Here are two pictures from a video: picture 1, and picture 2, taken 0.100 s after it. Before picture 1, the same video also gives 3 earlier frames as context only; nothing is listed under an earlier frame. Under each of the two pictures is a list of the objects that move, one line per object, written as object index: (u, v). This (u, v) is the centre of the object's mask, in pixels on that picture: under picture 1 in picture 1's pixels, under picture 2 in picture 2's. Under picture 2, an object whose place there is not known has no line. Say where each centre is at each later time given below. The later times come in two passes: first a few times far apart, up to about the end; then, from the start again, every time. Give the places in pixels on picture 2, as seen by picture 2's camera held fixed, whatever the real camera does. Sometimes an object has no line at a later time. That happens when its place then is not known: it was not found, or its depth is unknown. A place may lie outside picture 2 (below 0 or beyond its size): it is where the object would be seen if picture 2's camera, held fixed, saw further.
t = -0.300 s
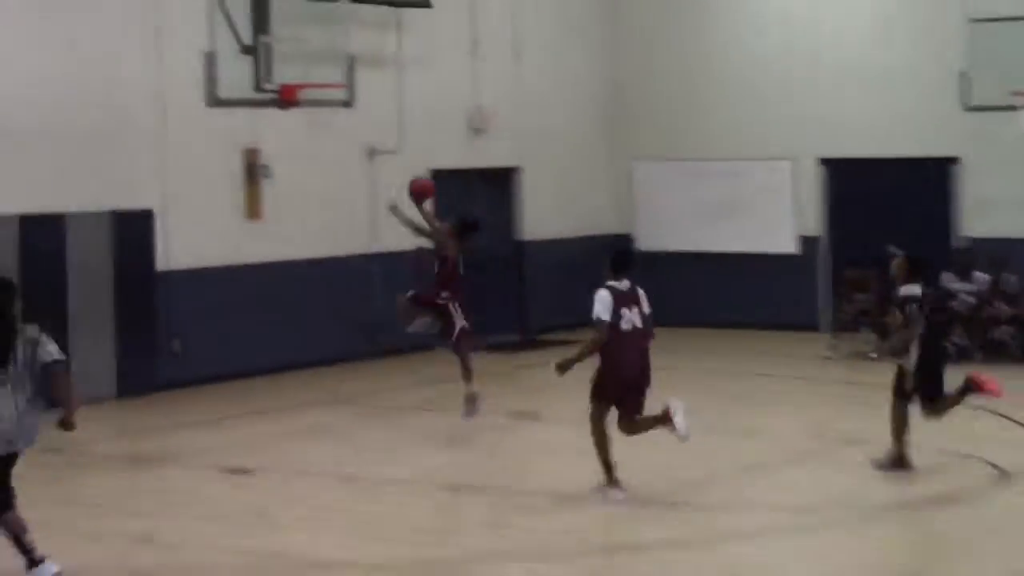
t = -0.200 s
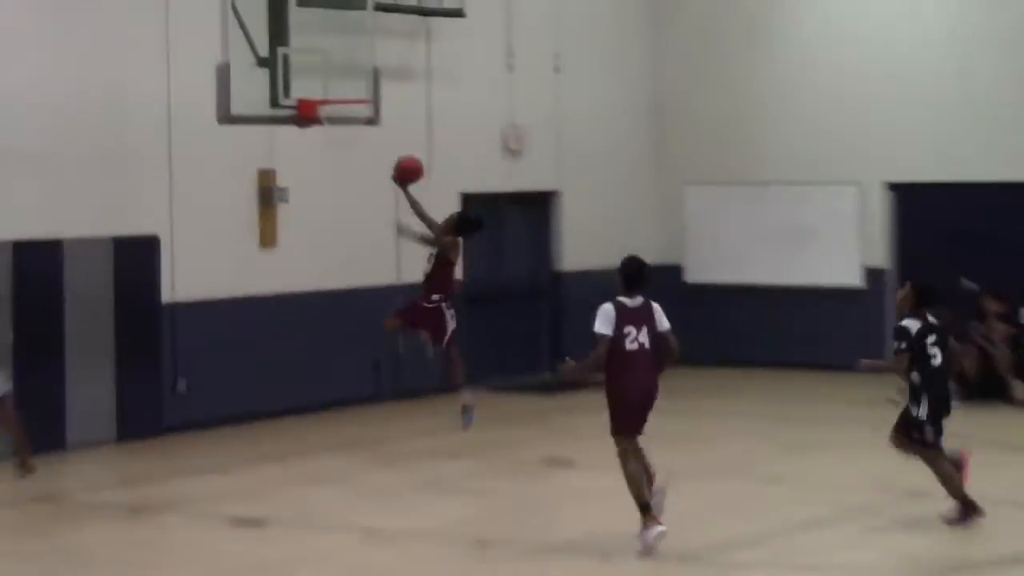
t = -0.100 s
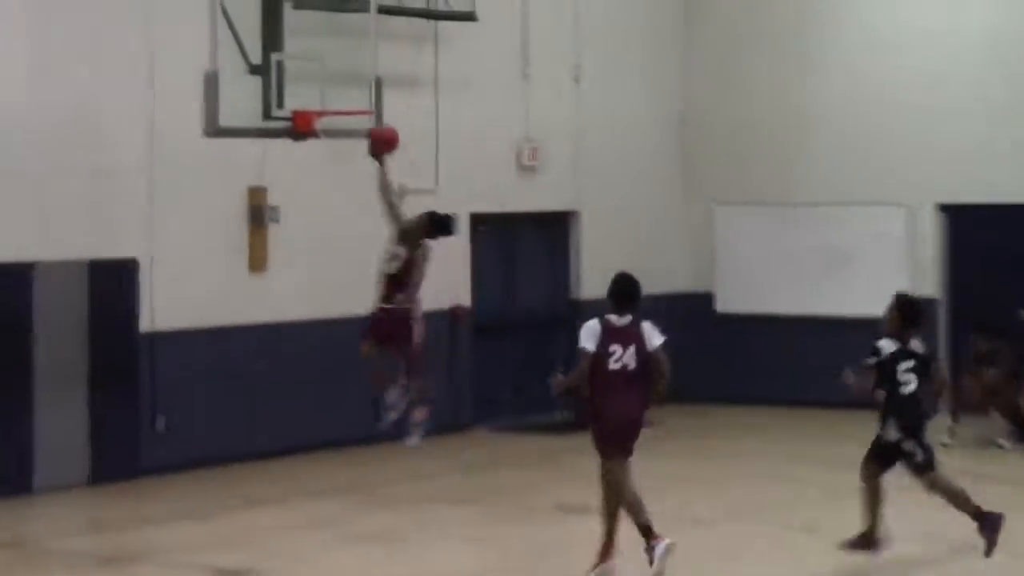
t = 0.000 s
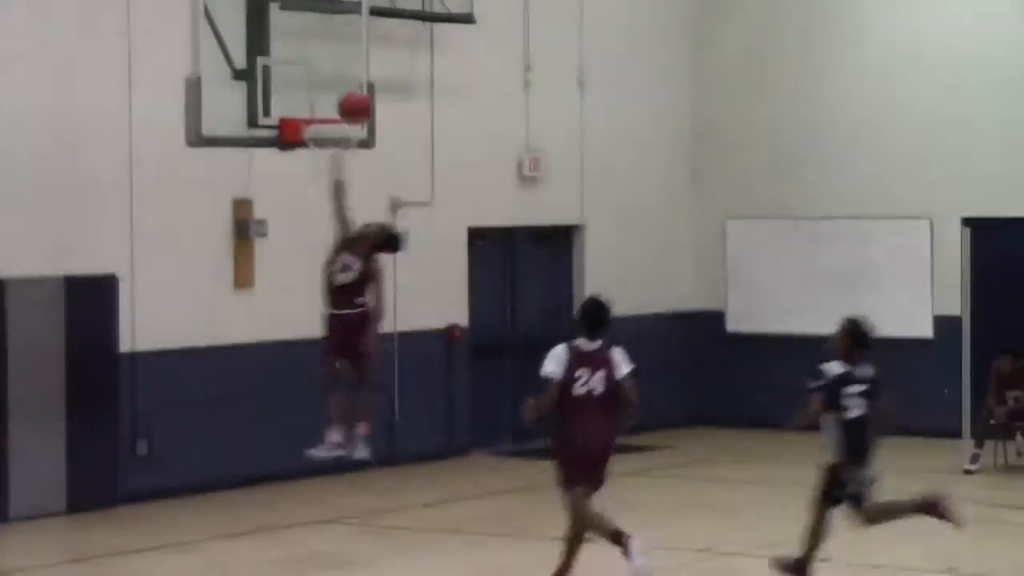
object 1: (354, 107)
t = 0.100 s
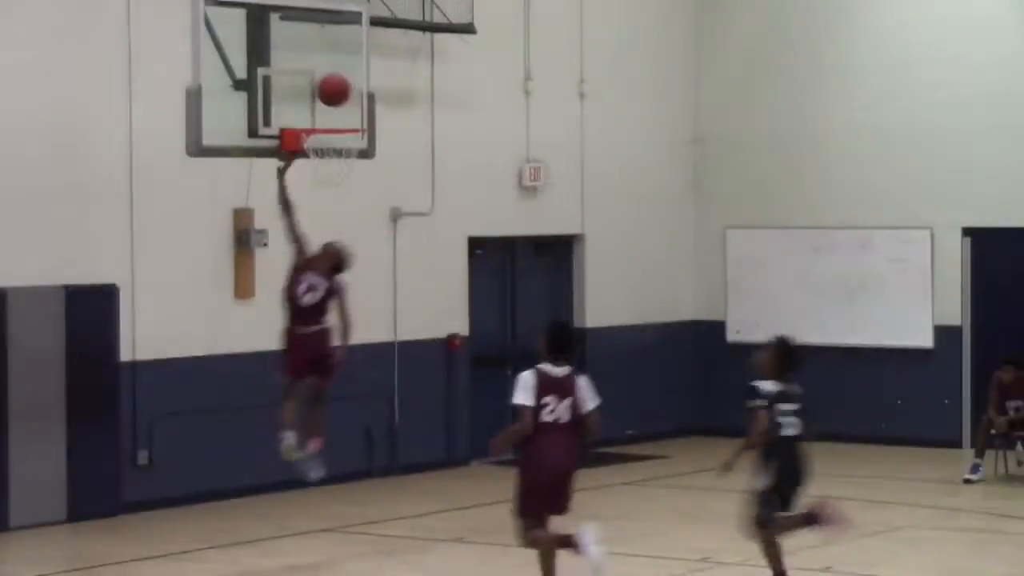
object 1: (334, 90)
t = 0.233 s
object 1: (338, 80)
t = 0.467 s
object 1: (350, 114)
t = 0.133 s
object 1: (331, 85)
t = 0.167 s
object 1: (334, 82)
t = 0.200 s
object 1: (336, 80)
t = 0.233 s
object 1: (338, 80)
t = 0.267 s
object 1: (341, 82)
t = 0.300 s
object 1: (343, 85)
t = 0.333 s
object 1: (345, 89)
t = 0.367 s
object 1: (348, 95)
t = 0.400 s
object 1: (351, 102)
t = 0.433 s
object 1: (353, 112)
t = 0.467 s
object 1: (350, 114)
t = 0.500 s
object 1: (346, 113)
